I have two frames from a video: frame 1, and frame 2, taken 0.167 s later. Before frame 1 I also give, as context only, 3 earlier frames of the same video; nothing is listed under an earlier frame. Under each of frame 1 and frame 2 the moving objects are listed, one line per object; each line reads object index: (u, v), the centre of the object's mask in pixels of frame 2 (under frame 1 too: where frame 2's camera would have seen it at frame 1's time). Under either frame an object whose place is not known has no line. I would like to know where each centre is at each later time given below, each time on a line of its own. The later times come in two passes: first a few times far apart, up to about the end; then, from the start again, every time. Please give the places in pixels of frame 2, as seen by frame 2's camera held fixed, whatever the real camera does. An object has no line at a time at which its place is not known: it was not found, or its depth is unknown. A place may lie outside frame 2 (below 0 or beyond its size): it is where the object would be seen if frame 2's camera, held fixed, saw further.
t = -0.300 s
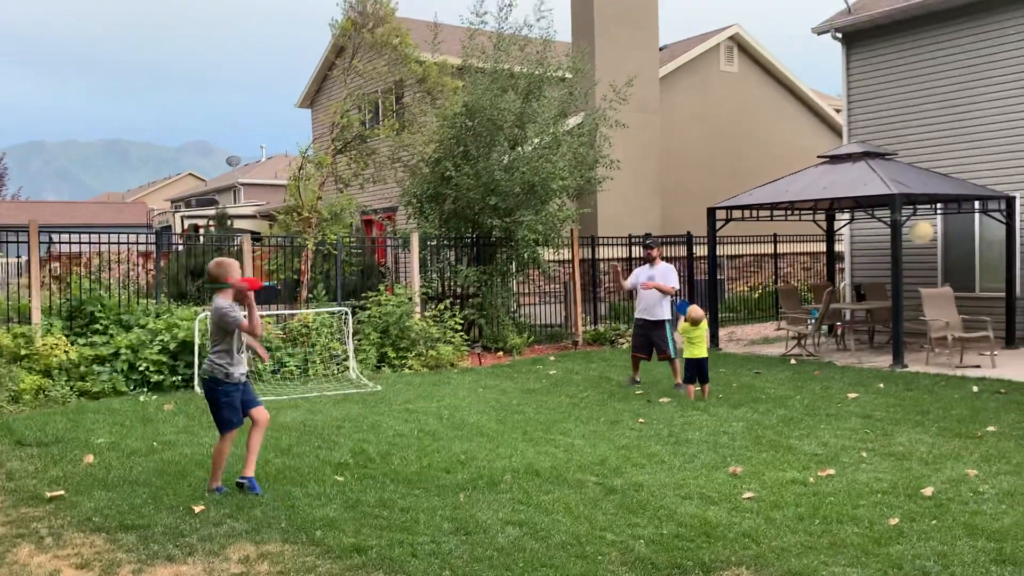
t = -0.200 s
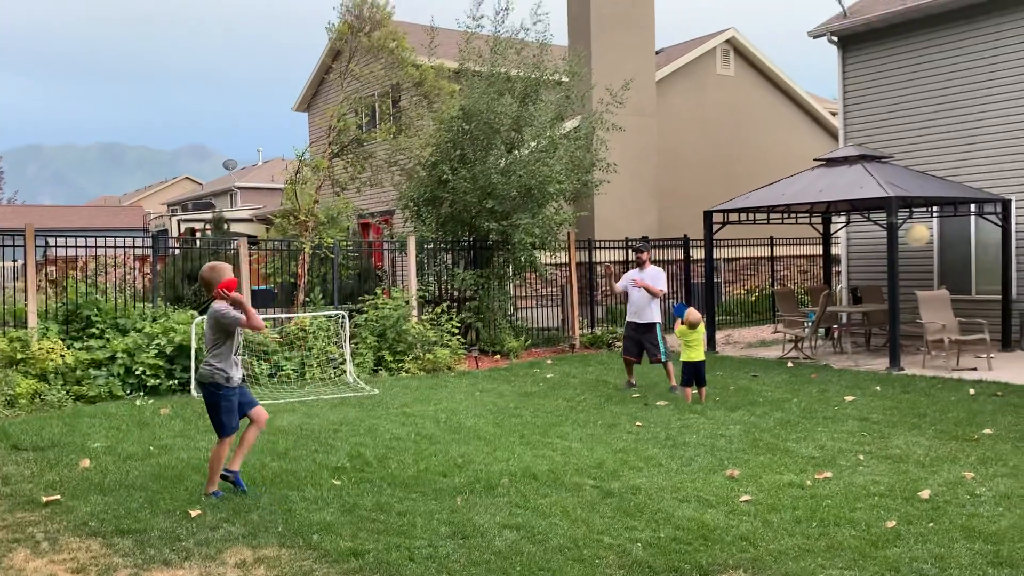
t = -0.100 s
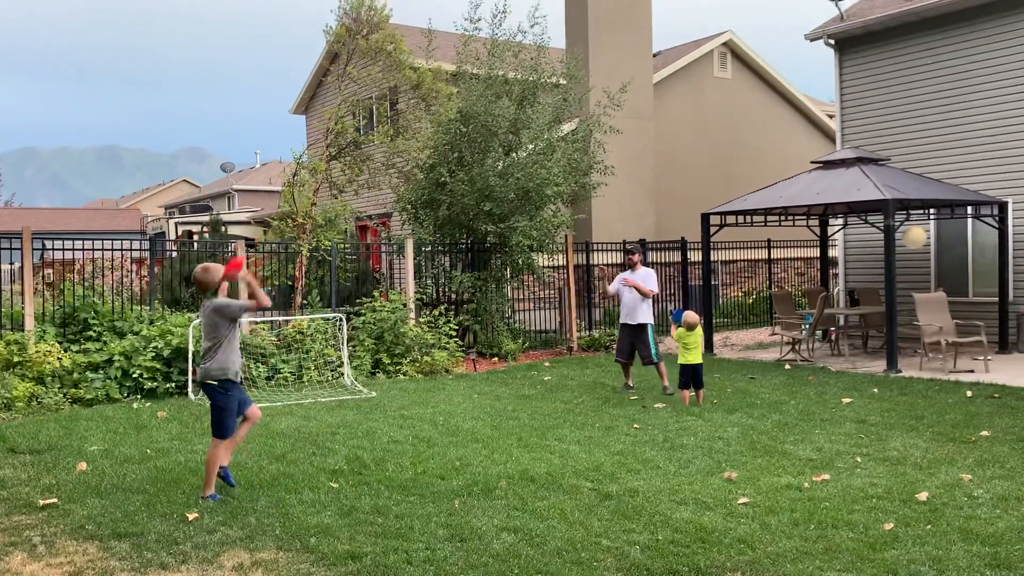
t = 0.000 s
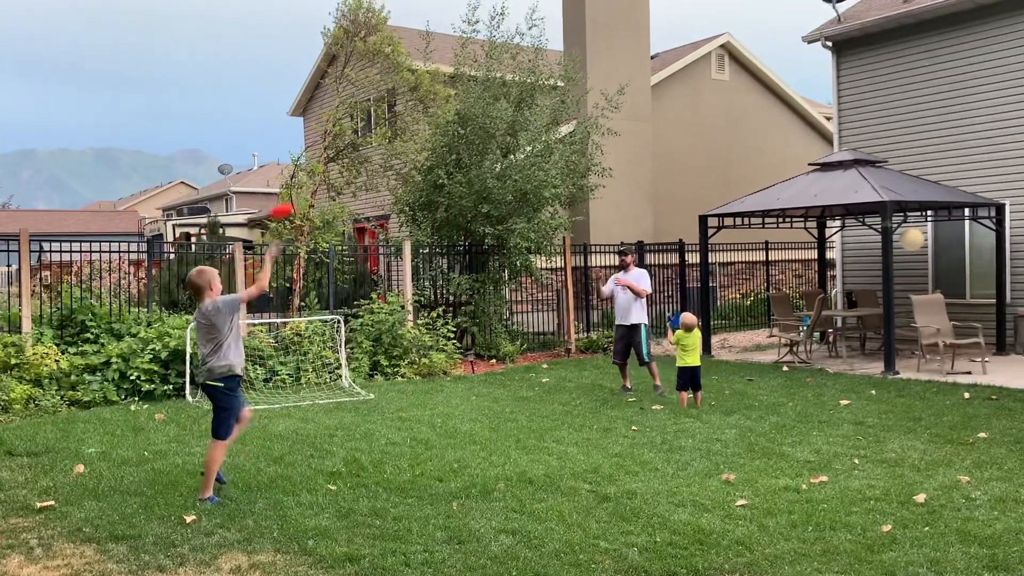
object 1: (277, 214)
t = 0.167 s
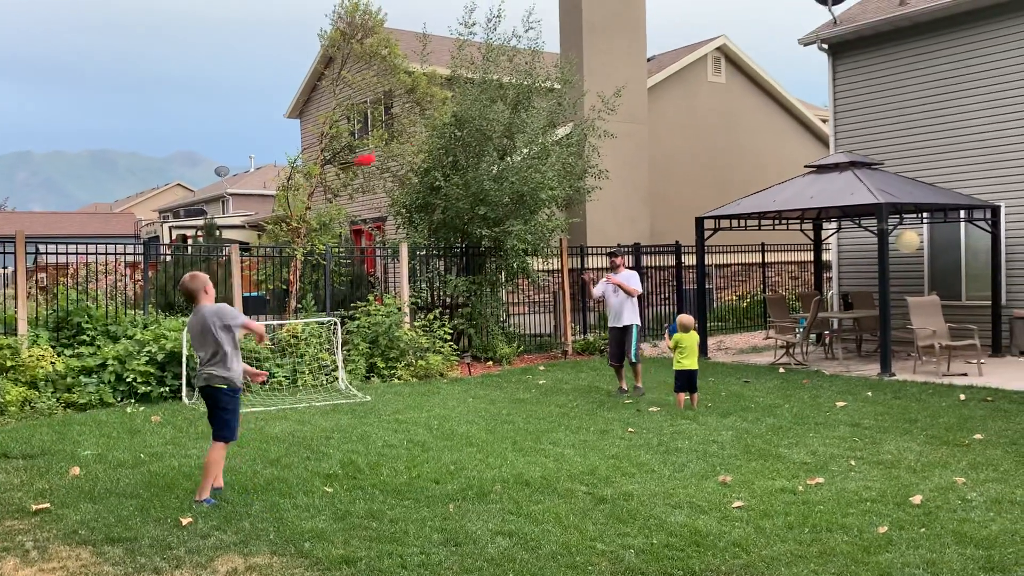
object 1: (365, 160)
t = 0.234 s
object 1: (394, 151)
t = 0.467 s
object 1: (476, 161)
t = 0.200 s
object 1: (380, 155)
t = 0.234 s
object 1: (394, 151)
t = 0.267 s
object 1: (408, 149)
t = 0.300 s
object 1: (421, 148)
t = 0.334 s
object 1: (433, 149)
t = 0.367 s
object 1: (445, 151)
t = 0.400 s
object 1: (455, 153)
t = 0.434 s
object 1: (466, 157)
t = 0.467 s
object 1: (476, 161)
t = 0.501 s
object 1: (486, 167)
